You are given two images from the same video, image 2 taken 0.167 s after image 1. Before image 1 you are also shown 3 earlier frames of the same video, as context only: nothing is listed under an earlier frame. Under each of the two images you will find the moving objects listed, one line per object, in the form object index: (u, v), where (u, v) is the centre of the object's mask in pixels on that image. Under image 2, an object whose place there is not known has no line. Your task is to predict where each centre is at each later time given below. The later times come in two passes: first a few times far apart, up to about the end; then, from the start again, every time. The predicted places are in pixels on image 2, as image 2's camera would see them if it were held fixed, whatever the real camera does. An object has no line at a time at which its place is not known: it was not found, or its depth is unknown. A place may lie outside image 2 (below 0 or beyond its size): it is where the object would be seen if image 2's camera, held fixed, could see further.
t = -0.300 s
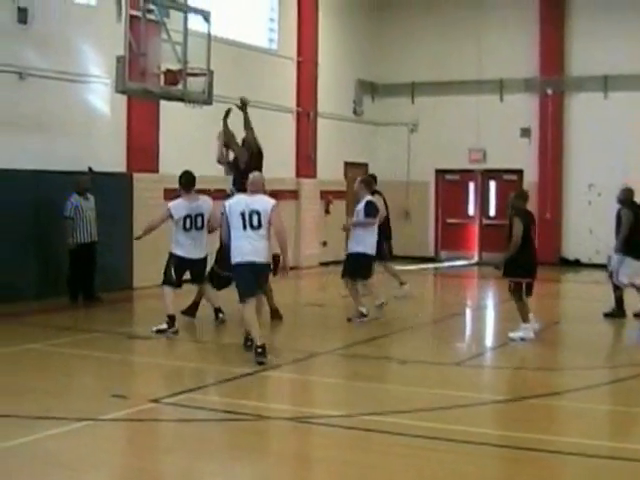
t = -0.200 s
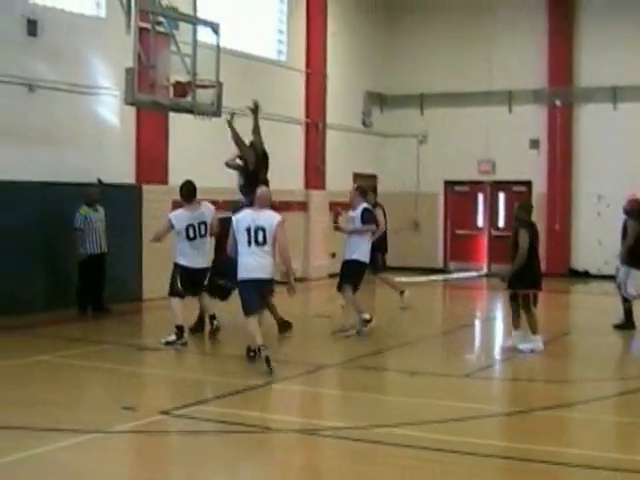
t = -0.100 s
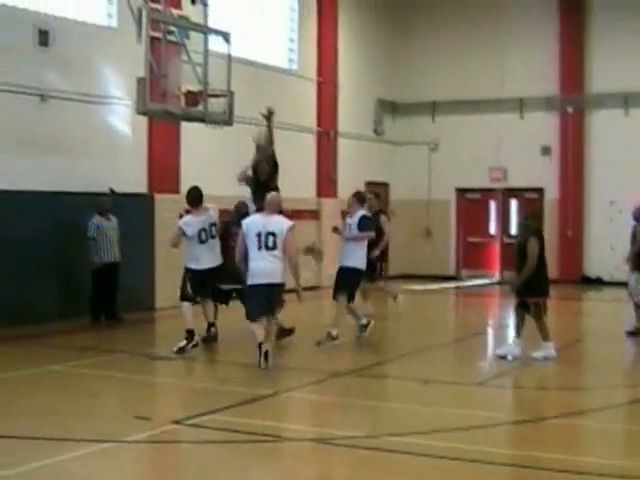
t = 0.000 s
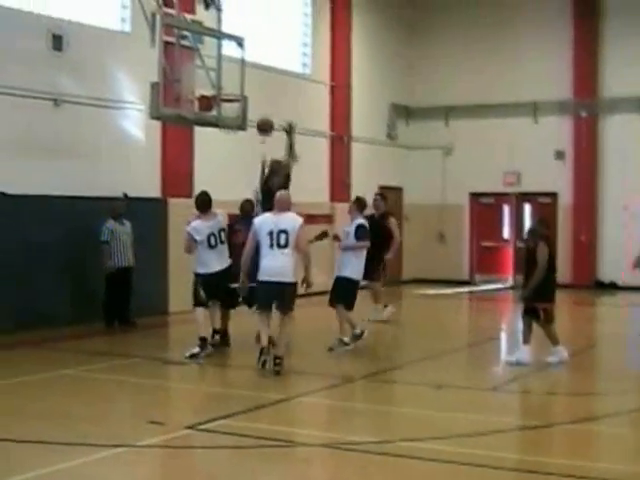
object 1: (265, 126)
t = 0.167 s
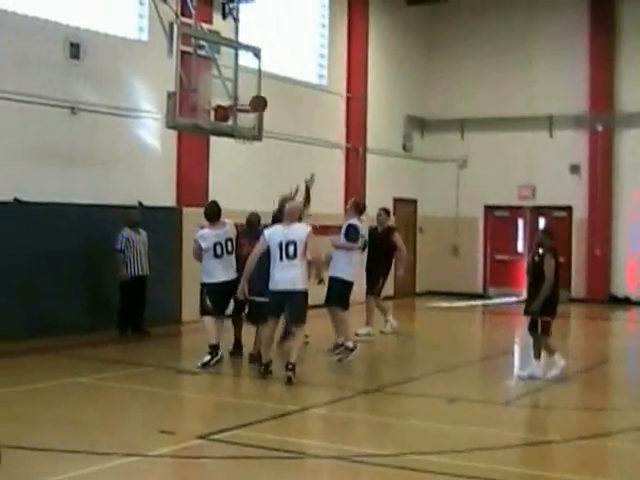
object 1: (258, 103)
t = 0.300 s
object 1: (252, 96)
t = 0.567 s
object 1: (249, 90)
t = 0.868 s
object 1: (249, 98)
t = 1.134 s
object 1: (238, 124)
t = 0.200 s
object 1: (257, 100)
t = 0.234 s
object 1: (255, 98)
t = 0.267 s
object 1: (254, 96)
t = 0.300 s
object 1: (252, 96)
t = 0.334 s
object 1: (251, 96)
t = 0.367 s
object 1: (250, 97)
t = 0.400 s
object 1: (247, 99)
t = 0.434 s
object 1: (247, 97)
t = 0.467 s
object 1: (248, 95)
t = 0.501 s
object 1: (248, 92)
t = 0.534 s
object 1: (248, 91)
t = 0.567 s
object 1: (249, 90)
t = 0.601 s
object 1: (249, 91)
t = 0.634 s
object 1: (249, 92)
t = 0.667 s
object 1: (250, 94)
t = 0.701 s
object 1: (250, 97)
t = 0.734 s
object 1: (251, 99)
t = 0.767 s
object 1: (250, 97)
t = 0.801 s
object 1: (250, 97)
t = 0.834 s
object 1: (250, 97)
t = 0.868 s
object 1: (249, 98)
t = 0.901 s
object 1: (249, 99)
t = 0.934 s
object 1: (249, 102)
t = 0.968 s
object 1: (248, 106)
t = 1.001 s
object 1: (246, 108)
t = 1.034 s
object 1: (244, 110)
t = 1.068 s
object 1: (242, 115)
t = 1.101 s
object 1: (240, 119)
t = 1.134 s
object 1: (238, 124)
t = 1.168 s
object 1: (237, 130)
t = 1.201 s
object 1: (235, 136)
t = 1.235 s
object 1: (234, 141)
